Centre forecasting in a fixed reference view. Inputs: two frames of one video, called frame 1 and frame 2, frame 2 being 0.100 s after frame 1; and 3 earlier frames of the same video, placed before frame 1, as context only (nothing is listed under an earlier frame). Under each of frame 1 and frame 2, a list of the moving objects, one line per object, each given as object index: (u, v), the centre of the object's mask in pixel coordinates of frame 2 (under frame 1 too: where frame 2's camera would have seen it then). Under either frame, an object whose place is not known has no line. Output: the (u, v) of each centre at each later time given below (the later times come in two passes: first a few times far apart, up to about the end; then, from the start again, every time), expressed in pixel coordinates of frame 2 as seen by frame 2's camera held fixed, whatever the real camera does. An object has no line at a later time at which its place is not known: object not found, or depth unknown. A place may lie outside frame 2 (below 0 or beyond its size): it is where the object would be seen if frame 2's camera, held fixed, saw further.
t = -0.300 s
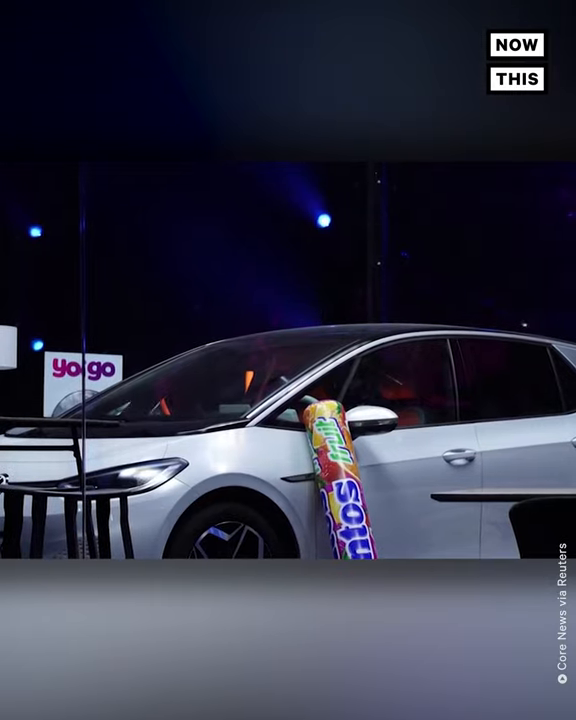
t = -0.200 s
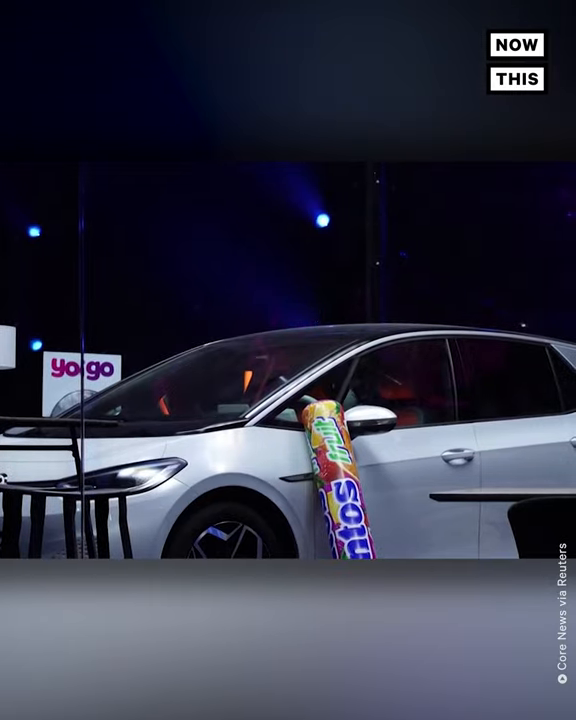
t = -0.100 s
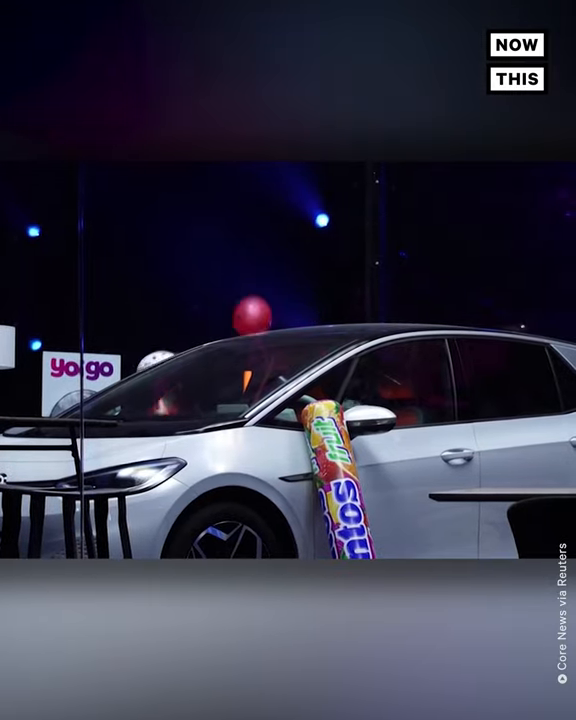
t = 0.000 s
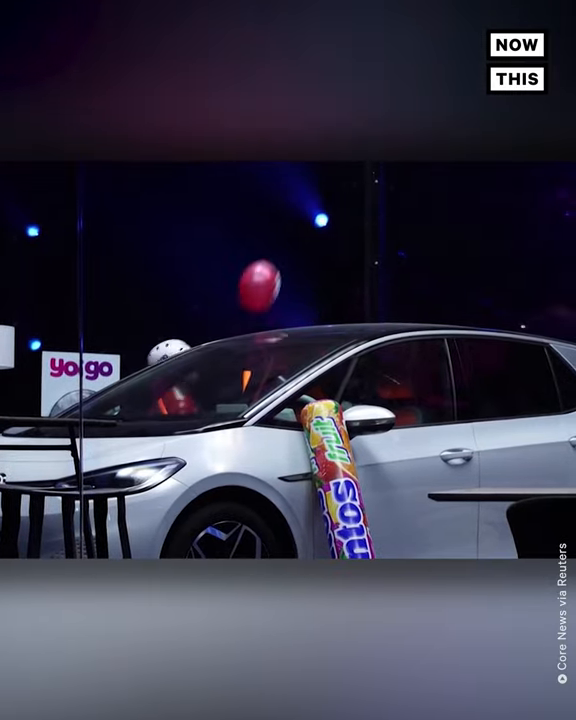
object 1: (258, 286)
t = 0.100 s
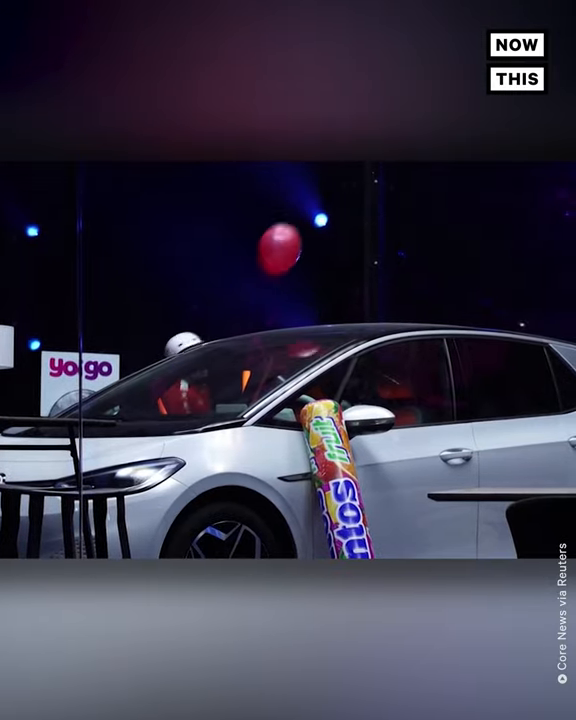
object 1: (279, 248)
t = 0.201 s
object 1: (294, 228)
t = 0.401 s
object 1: (324, 189)
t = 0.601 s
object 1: (338, 179)
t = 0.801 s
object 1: (345, 178)
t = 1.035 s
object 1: (346, 197)
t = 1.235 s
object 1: (345, 227)
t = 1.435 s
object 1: (343, 275)
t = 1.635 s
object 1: (342, 328)
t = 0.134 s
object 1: (286, 238)
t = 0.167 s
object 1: (291, 233)
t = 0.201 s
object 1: (294, 228)
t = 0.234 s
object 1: (300, 220)
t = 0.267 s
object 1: (306, 213)
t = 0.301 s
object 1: (312, 206)
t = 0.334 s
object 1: (317, 200)
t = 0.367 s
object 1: (319, 194)
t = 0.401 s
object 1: (324, 189)
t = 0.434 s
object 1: (327, 184)
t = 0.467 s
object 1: (330, 181)
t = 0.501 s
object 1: (333, 180)
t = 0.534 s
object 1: (334, 180)
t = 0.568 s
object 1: (336, 180)
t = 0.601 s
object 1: (338, 179)
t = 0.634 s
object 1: (340, 178)
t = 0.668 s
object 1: (342, 176)
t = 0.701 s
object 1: (343, 175)
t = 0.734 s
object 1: (344, 175)
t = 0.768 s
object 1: (344, 176)
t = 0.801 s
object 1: (345, 178)
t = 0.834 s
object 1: (346, 178)
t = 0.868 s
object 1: (346, 179)
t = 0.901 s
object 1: (346, 182)
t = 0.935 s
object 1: (346, 184)
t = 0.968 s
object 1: (346, 188)
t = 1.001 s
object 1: (346, 192)
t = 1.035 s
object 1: (346, 197)
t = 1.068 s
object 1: (346, 202)
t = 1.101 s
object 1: (345, 207)
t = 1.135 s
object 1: (345, 212)
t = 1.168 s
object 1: (345, 217)
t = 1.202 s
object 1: (345, 222)
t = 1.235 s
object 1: (345, 227)
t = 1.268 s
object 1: (345, 235)
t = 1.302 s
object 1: (344, 242)
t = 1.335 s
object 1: (344, 250)
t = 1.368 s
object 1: (343, 260)
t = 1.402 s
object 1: (343, 267)
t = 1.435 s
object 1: (343, 275)
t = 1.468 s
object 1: (343, 285)
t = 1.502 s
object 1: (343, 296)
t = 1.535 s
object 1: (343, 303)
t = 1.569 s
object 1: (343, 309)
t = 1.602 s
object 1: (342, 319)
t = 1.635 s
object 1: (342, 328)
